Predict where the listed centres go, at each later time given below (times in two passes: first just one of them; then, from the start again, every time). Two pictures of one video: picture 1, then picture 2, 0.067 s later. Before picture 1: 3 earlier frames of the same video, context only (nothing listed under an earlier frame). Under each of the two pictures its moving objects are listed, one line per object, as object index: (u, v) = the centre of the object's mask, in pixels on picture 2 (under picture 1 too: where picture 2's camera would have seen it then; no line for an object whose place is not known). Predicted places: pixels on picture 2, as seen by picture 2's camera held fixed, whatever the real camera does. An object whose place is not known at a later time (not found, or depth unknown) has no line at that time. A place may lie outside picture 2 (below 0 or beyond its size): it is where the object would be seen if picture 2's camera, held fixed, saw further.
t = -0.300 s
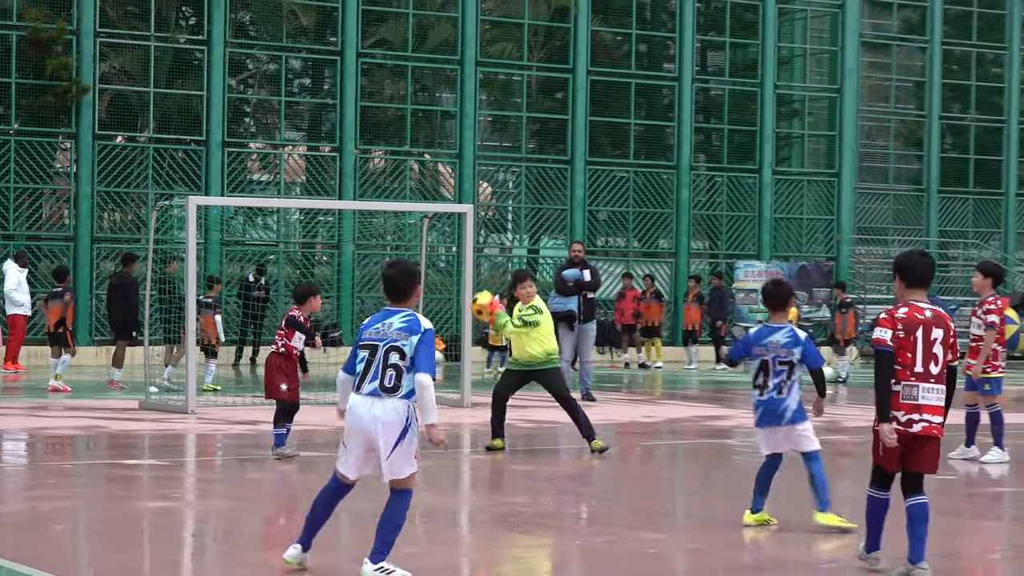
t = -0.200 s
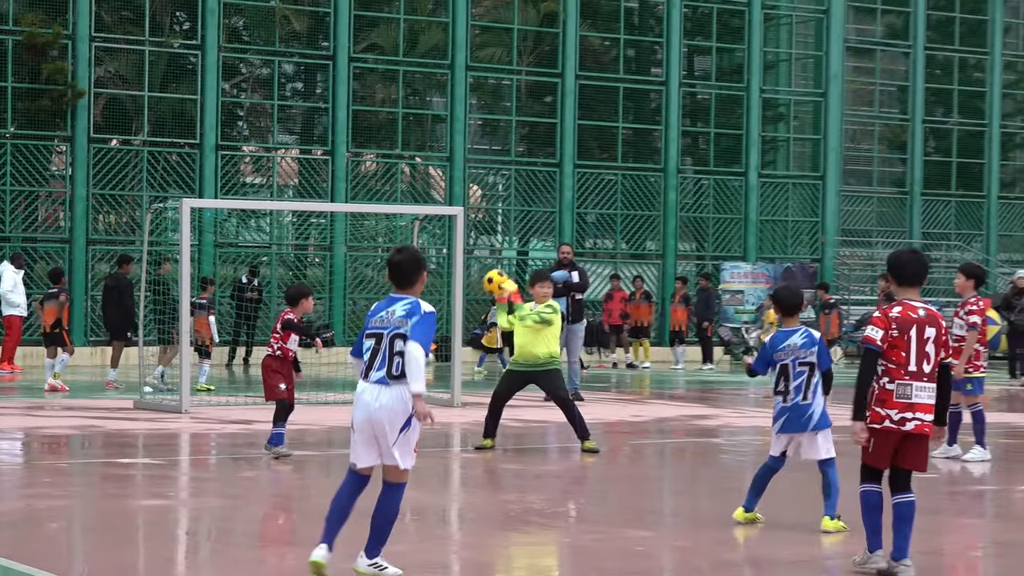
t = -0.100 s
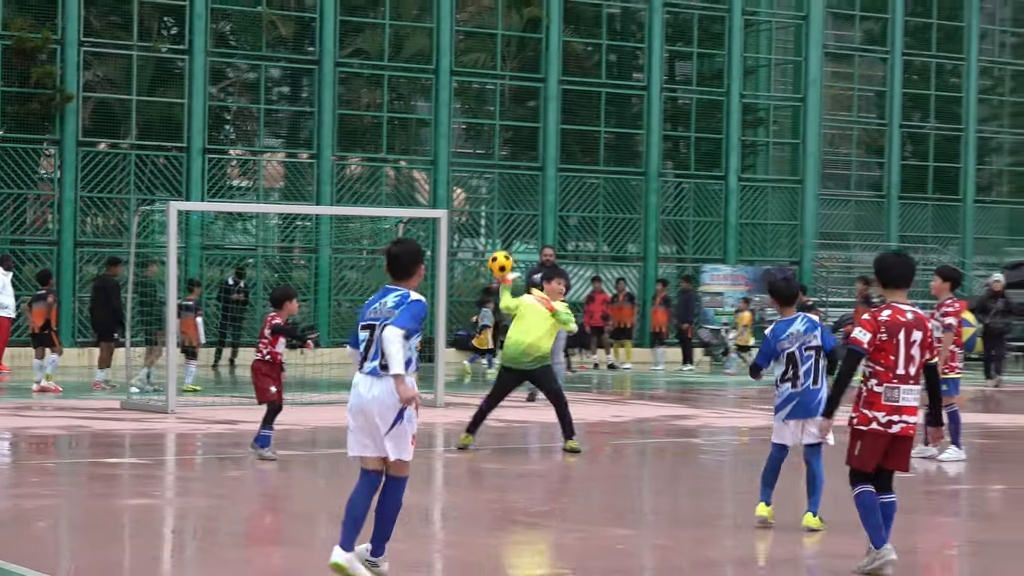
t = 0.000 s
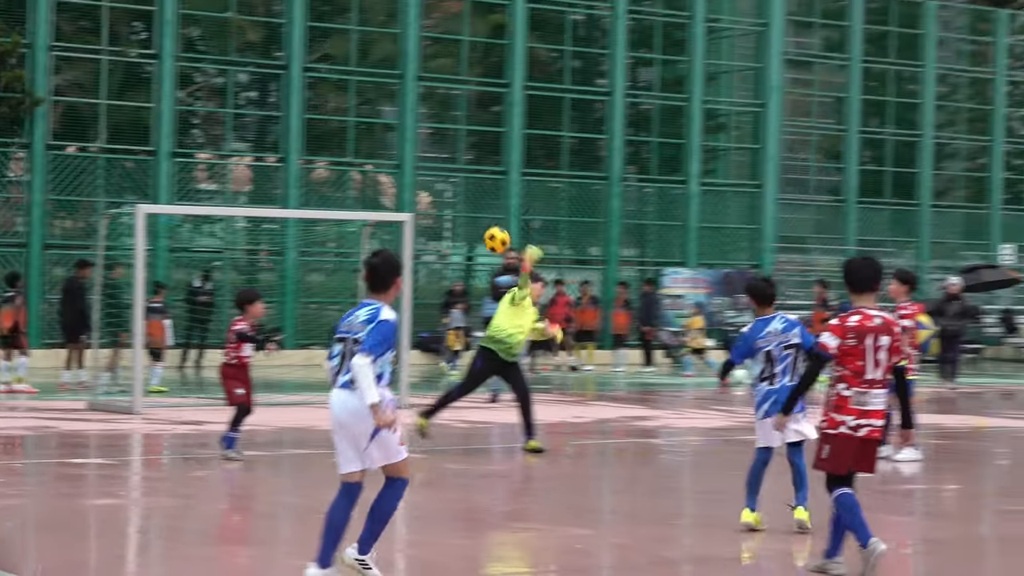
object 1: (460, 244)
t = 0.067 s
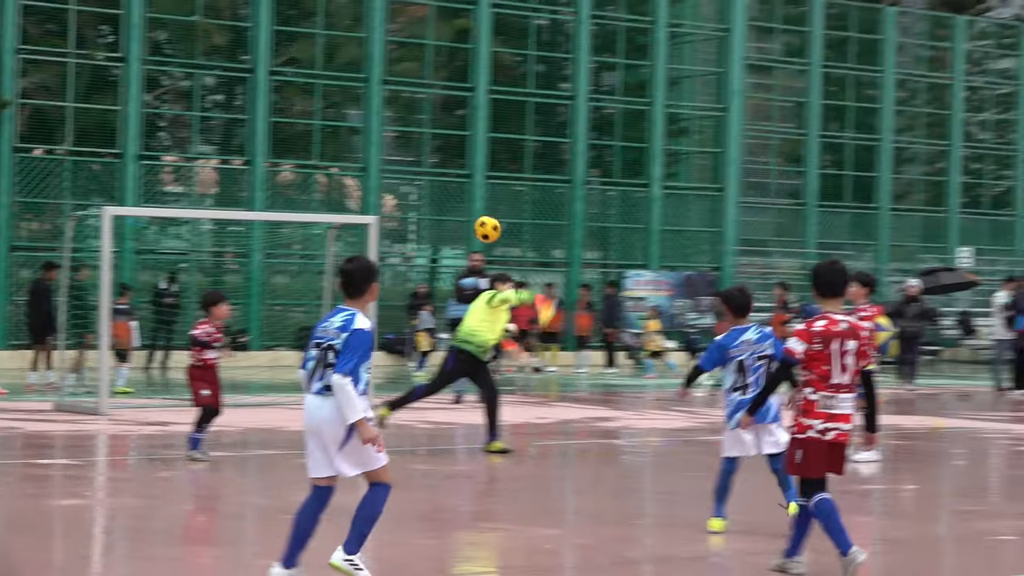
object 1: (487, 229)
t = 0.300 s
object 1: (587, 223)
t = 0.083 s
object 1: (494, 226)
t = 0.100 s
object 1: (501, 223)
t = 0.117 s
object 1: (508, 222)
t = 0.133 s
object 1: (515, 220)
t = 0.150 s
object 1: (522, 220)
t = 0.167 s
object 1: (529, 219)
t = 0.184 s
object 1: (536, 218)
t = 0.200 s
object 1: (543, 218)
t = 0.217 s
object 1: (549, 218)
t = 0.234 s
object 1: (557, 218)
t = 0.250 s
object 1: (565, 218)
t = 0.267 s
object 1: (572, 220)
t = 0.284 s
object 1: (579, 221)
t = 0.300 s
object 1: (587, 223)
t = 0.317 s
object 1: (594, 225)
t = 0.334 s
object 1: (602, 228)
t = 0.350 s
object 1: (610, 232)
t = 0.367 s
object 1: (618, 235)
